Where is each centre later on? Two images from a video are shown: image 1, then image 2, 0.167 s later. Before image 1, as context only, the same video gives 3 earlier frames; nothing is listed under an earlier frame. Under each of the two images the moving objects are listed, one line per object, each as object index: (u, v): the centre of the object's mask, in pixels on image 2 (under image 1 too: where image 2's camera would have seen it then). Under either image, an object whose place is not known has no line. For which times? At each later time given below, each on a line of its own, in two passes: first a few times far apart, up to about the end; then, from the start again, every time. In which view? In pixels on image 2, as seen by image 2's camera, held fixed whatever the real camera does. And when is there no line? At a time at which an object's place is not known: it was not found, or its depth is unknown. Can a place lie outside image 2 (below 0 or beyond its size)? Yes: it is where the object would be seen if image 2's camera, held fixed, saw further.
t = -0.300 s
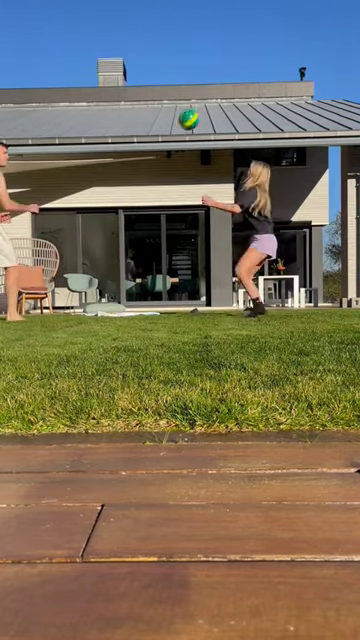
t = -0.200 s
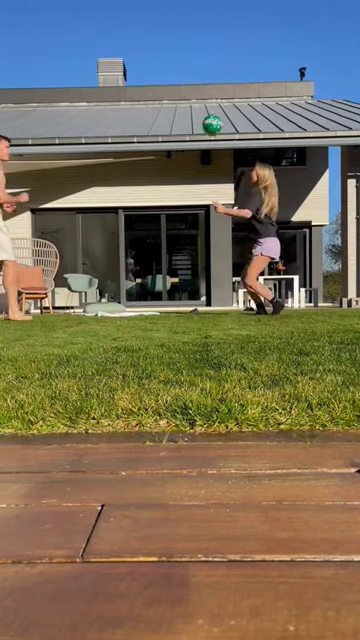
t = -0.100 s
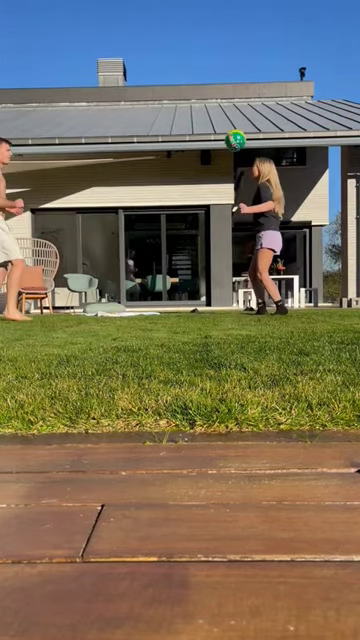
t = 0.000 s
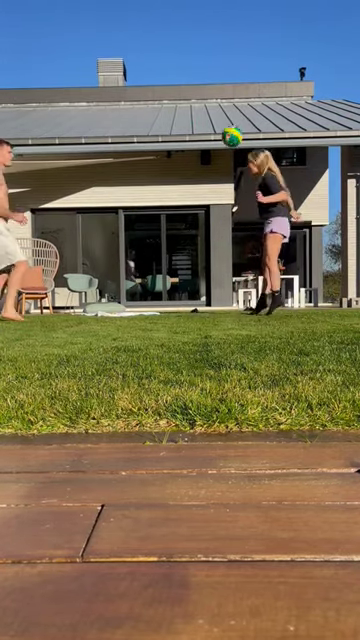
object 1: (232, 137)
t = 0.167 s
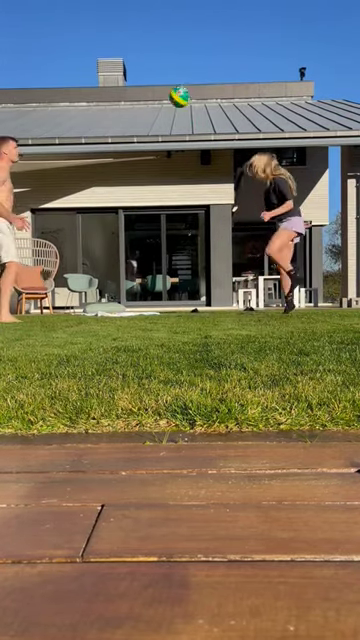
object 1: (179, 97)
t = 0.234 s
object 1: (158, 88)
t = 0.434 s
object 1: (99, 89)
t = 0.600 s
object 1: (53, 118)
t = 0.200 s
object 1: (169, 91)
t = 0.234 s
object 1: (158, 88)
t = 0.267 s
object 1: (148, 85)
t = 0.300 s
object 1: (138, 84)
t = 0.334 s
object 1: (128, 84)
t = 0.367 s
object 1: (118, 84)
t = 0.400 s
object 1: (109, 86)
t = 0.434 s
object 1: (99, 89)
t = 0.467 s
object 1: (89, 93)
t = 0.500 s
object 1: (80, 98)
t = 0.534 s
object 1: (71, 104)
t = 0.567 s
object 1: (62, 110)
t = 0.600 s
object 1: (53, 118)
